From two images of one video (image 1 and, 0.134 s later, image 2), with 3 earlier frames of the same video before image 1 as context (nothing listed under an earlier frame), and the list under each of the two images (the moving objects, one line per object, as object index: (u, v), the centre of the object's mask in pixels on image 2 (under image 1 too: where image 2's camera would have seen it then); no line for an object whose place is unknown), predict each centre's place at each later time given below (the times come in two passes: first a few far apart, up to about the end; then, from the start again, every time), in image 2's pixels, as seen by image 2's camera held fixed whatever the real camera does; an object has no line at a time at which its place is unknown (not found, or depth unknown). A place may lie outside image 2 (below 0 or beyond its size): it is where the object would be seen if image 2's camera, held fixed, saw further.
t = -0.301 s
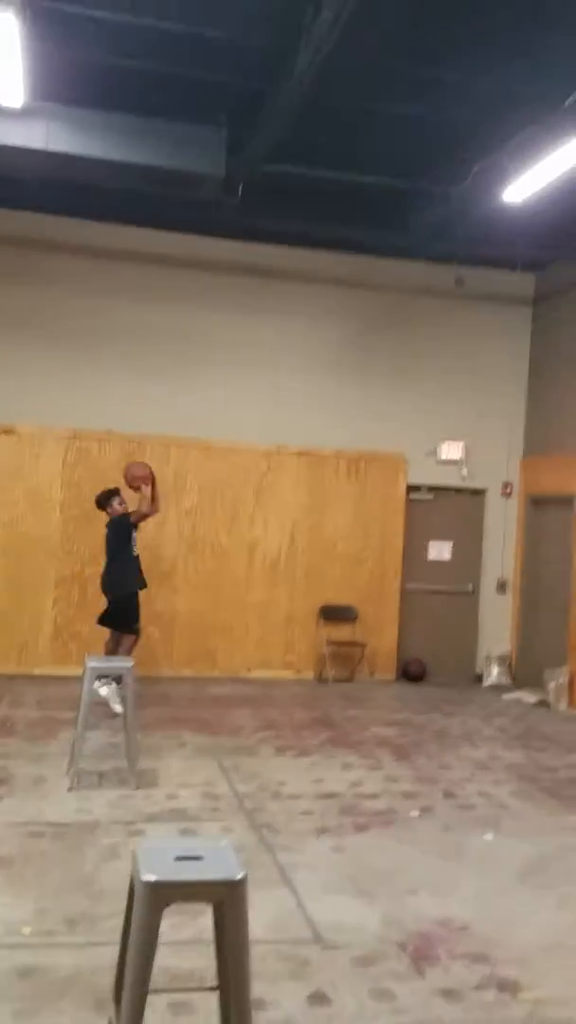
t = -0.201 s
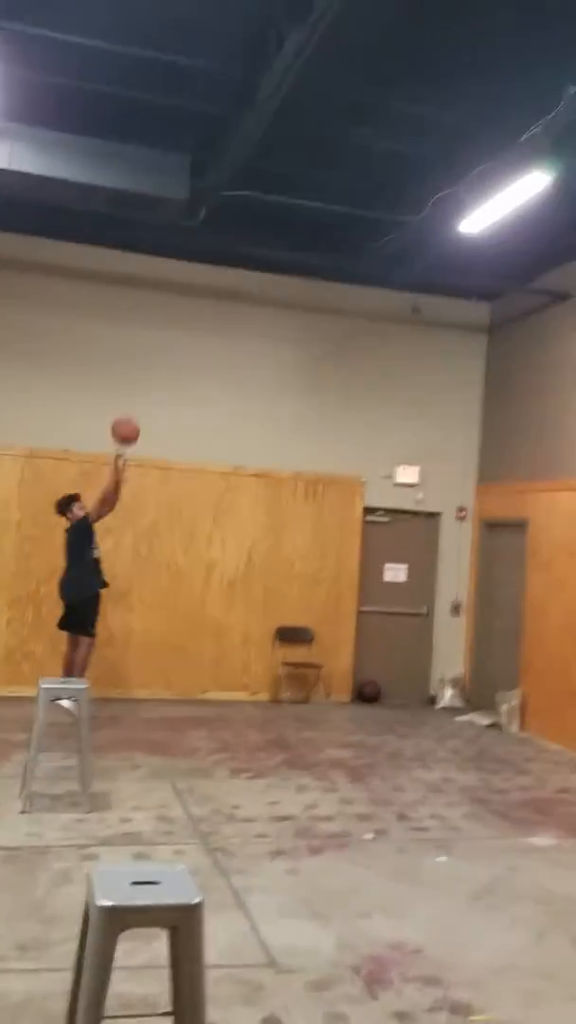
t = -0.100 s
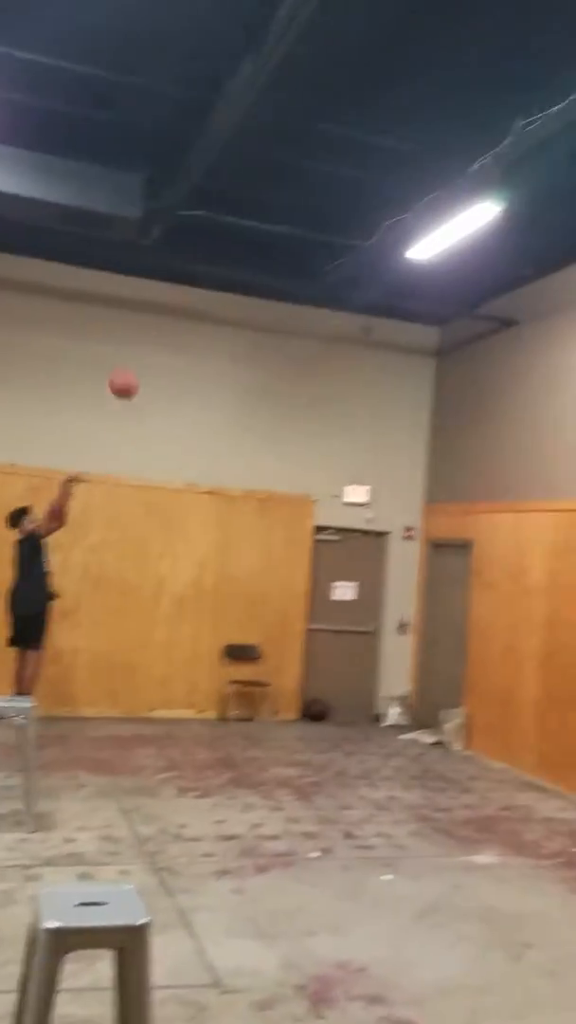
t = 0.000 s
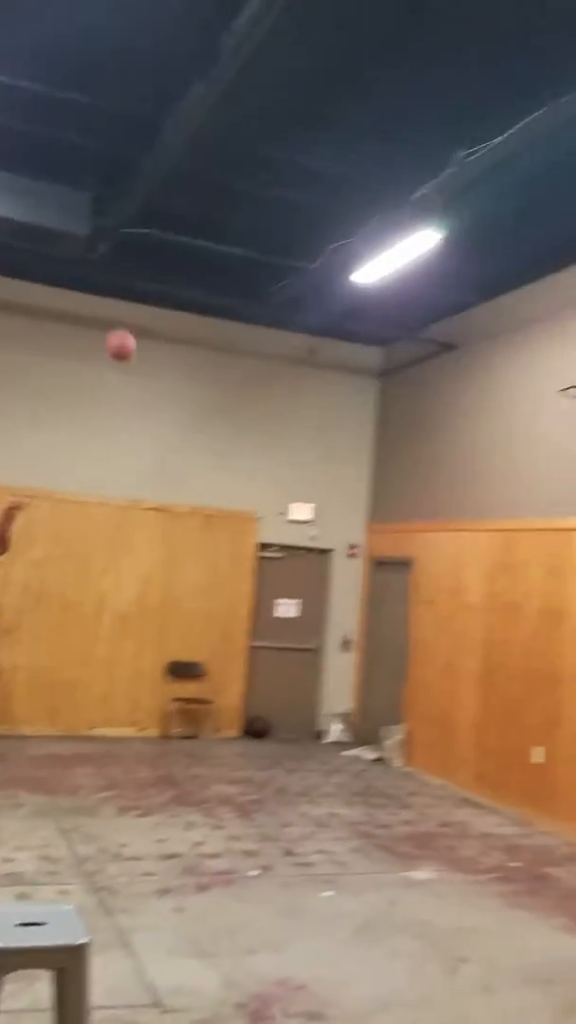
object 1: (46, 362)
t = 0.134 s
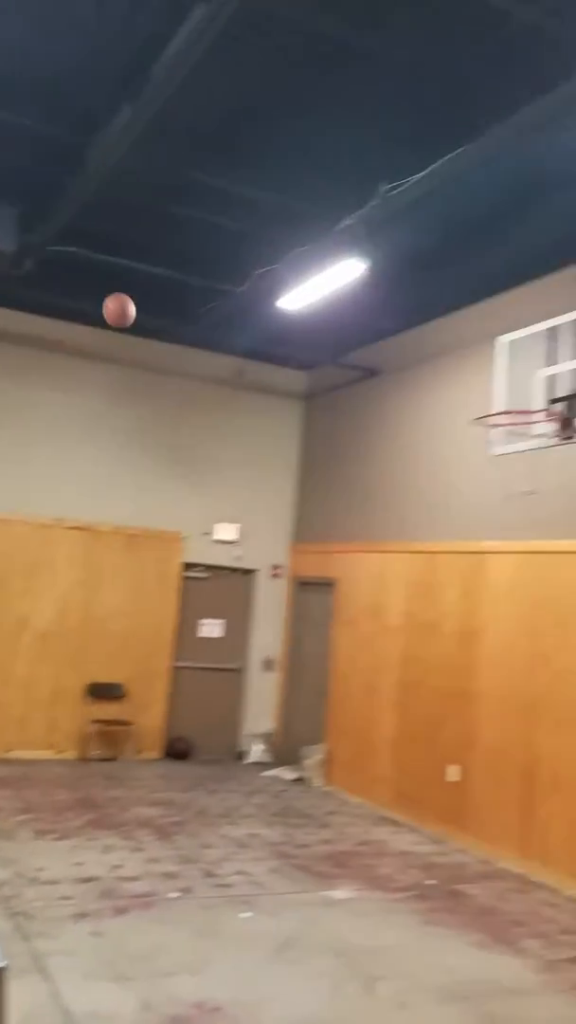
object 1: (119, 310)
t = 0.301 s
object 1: (212, 273)
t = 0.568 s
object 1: (370, 295)
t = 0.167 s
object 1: (137, 300)
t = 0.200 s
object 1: (155, 291)
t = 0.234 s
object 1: (174, 284)
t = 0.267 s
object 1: (193, 278)
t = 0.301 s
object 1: (212, 273)
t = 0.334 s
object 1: (231, 270)
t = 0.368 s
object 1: (251, 268)
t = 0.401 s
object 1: (270, 268)
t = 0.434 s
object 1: (289, 268)
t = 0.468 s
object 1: (306, 269)
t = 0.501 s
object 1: (331, 279)
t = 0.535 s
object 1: (353, 287)
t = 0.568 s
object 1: (370, 295)
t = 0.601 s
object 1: (390, 304)
